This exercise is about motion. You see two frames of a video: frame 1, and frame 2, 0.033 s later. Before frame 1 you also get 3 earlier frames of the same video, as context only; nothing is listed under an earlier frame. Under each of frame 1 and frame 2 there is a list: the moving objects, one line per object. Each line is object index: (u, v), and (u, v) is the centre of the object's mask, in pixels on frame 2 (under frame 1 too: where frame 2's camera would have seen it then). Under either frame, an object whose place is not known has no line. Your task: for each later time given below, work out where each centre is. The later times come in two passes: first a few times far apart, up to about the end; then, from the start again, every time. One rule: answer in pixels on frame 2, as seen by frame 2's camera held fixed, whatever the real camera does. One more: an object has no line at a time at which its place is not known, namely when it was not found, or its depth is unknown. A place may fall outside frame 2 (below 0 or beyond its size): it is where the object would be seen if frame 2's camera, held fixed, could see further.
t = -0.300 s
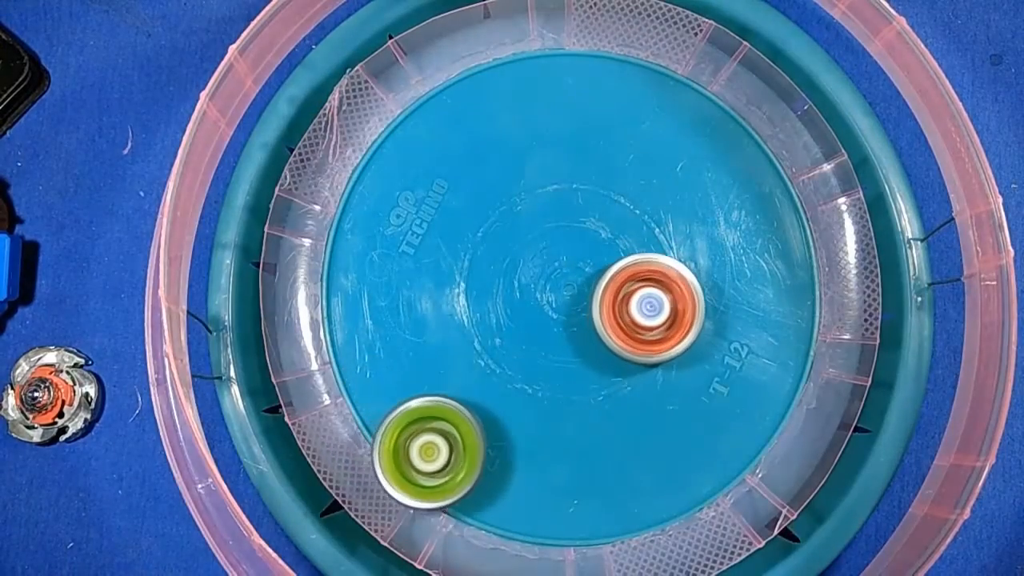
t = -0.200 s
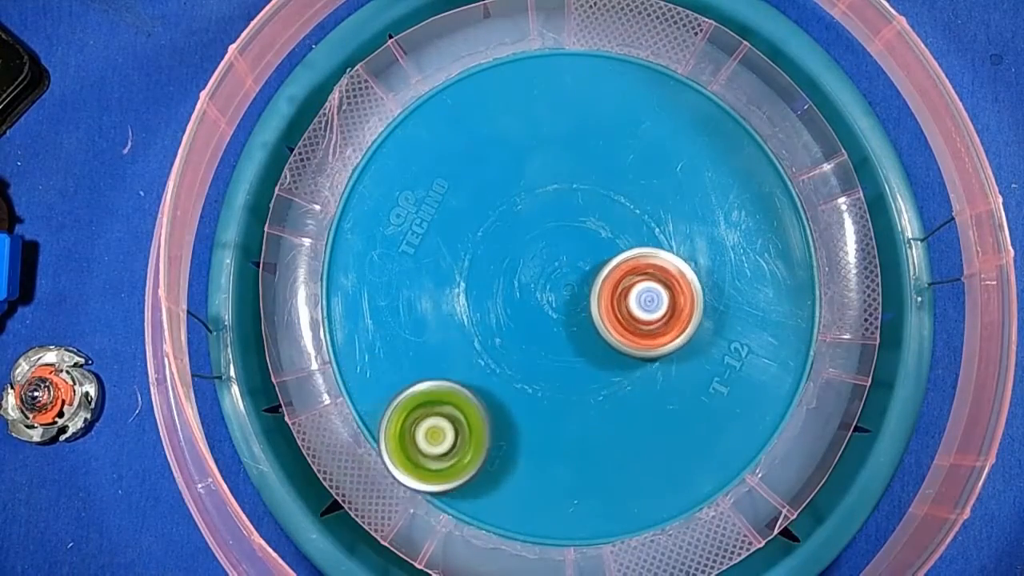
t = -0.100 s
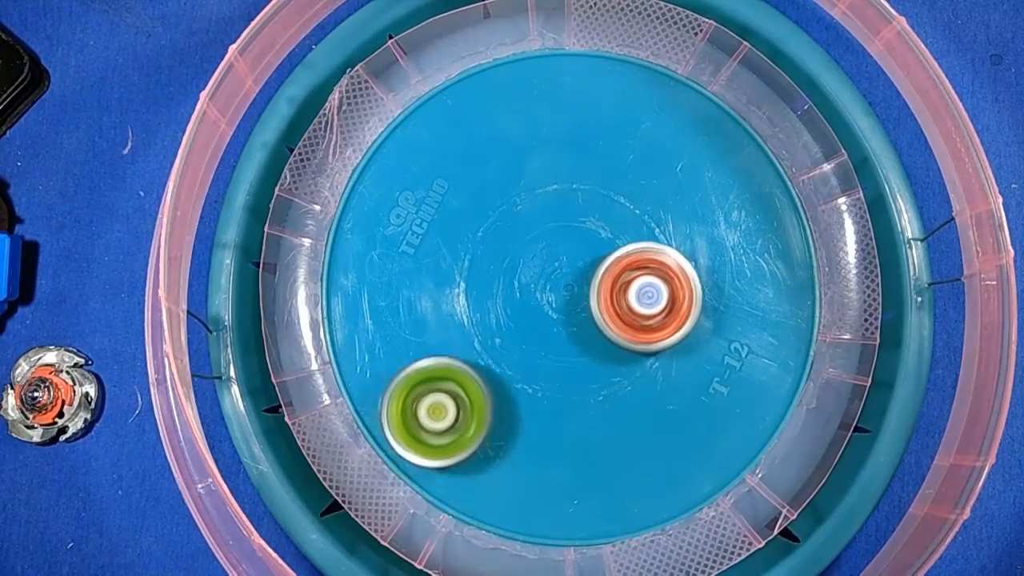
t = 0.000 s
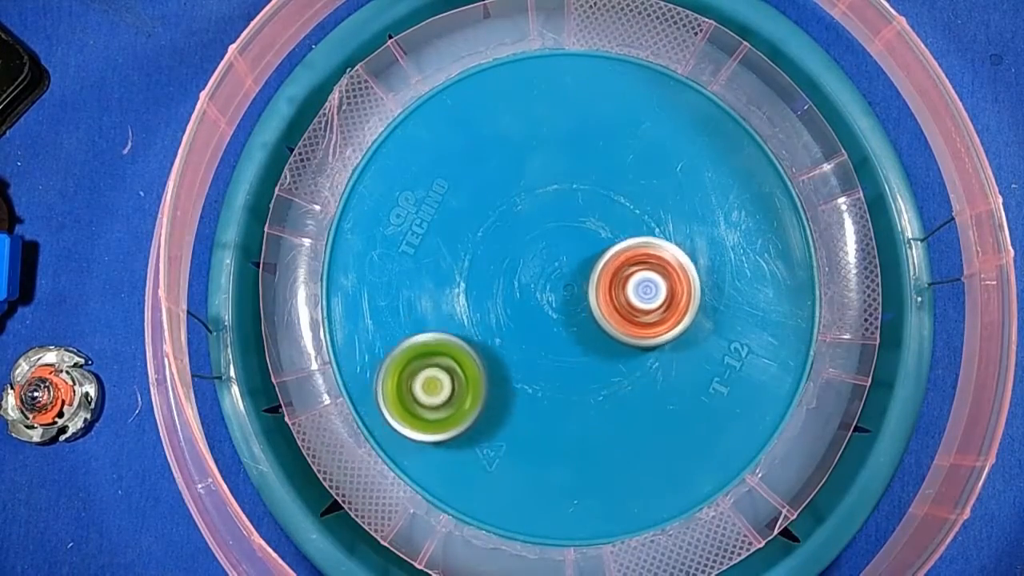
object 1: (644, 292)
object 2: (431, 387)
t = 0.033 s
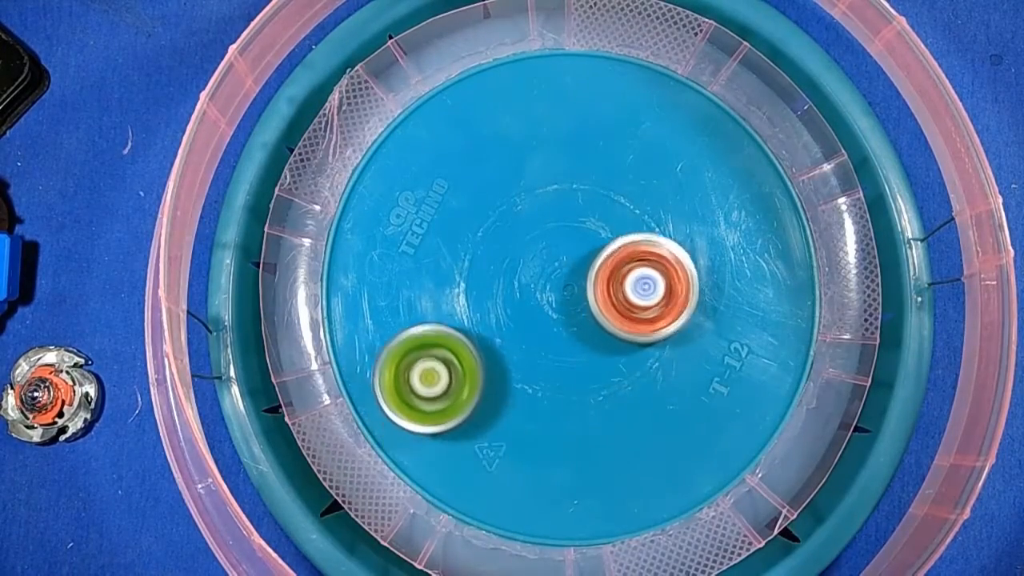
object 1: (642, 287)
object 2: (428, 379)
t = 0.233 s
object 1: (638, 269)
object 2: (405, 326)
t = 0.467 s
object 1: (638, 246)
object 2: (385, 263)
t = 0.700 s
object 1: (635, 213)
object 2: (387, 220)
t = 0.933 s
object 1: (616, 185)
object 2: (396, 176)
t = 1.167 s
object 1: (620, 155)
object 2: (421, 154)
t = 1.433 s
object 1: (618, 123)
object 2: (461, 136)
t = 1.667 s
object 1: (631, 96)
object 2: (473, 129)
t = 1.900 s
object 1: (662, 76)
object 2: (376, 172)
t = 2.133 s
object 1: (640, 98)
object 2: (382, 218)
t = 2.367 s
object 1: (628, 119)
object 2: (391, 233)
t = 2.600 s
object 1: (609, 148)
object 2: (392, 234)
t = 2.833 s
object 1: (579, 181)
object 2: (390, 240)
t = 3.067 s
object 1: (536, 199)
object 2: (395, 268)
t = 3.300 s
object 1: (489, 212)
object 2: (404, 301)
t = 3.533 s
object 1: (496, 171)
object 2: (368, 385)
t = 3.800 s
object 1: (494, 140)
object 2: (396, 439)
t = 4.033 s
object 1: (494, 120)
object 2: (433, 470)
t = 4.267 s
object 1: (498, 110)
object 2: (480, 472)
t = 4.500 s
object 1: (508, 113)
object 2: (499, 450)
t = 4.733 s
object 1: (524, 124)
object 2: (513, 409)
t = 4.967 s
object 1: (538, 138)
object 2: (521, 363)
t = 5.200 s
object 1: (547, 154)
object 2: (535, 323)
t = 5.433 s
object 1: (550, 171)
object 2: (562, 291)
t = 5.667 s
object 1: (548, 166)
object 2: (574, 284)
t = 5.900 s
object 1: (541, 160)
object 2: (573, 283)
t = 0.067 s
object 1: (640, 282)
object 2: (426, 371)
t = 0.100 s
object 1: (640, 280)
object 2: (423, 363)
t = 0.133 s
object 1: (639, 277)
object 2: (419, 355)
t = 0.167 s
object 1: (639, 275)
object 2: (414, 346)
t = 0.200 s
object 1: (639, 272)
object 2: (410, 337)
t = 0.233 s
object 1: (638, 269)
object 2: (405, 326)
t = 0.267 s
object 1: (638, 266)
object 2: (401, 315)
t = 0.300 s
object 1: (638, 262)
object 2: (397, 305)
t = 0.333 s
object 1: (638, 259)
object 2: (393, 295)
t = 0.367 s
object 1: (638, 256)
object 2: (390, 285)
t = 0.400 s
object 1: (638, 253)
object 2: (388, 277)
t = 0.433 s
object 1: (638, 249)
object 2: (386, 270)
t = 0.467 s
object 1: (638, 246)
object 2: (385, 263)
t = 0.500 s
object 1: (638, 242)
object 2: (384, 257)
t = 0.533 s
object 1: (638, 237)
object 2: (383, 250)
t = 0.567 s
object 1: (638, 233)
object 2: (384, 244)
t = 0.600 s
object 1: (637, 228)
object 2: (384, 237)
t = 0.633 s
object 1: (637, 223)
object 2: (385, 231)
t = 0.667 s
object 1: (636, 218)
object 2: (385, 225)
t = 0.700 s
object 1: (635, 213)
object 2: (387, 220)
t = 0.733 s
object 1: (634, 207)
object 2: (386, 214)
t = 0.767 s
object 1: (633, 202)
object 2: (383, 207)
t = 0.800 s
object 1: (630, 197)
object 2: (384, 198)
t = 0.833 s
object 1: (625, 194)
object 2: (385, 191)
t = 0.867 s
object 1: (621, 191)
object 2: (389, 186)
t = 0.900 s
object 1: (618, 188)
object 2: (392, 181)
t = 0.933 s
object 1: (616, 185)
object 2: (396, 176)
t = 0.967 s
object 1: (616, 180)
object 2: (399, 172)
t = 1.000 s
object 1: (618, 175)
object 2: (403, 169)
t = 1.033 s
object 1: (619, 171)
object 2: (407, 165)
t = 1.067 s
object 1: (619, 167)
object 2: (410, 162)
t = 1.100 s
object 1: (619, 163)
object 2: (414, 159)
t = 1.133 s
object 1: (619, 159)
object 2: (418, 156)
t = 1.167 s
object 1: (620, 155)
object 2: (421, 154)
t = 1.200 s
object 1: (620, 151)
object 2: (425, 151)
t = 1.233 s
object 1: (620, 147)
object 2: (429, 149)
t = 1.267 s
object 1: (620, 143)
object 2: (434, 147)
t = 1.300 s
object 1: (620, 138)
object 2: (439, 144)
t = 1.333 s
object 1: (619, 134)
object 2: (444, 142)
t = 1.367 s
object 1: (619, 130)
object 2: (449, 140)
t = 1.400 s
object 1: (619, 126)
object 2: (455, 138)
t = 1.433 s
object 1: (618, 123)
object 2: (461, 136)
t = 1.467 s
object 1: (617, 119)
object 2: (468, 135)
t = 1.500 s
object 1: (616, 116)
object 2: (474, 133)
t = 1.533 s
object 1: (615, 112)
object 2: (479, 131)
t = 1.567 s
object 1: (614, 108)
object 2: (486, 130)
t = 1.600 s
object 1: (612, 105)
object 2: (492, 128)
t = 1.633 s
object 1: (610, 102)
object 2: (499, 126)
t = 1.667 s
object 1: (631, 96)
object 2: (473, 129)
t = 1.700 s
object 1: (653, 91)
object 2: (437, 133)
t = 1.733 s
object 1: (662, 89)
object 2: (409, 136)
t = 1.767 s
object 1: (663, 86)
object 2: (392, 142)
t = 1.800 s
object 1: (663, 82)
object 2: (383, 149)
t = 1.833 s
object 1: (664, 77)
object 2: (380, 156)
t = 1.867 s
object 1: (664, 75)
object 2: (377, 164)
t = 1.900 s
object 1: (662, 76)
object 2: (376, 172)
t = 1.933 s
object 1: (659, 77)
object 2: (376, 180)
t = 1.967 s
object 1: (656, 79)
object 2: (376, 188)
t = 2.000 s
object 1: (653, 81)
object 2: (377, 195)
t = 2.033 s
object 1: (650, 84)
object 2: (378, 202)
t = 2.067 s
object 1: (646, 88)
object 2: (380, 208)
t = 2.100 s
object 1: (643, 93)
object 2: (380, 213)
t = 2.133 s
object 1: (640, 98)
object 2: (382, 218)
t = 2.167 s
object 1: (638, 103)
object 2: (384, 223)
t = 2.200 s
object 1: (636, 108)
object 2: (388, 228)
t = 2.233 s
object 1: (634, 114)
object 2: (391, 233)
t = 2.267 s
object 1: (633, 116)
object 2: (393, 236)
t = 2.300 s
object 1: (632, 117)
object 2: (392, 235)
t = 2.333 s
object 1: (630, 118)
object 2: (393, 236)
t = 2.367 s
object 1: (628, 119)
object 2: (391, 233)
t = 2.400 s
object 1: (627, 120)
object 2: (393, 232)
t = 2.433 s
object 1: (624, 122)
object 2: (394, 233)
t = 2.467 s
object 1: (621, 126)
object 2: (394, 233)
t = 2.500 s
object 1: (619, 132)
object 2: (393, 234)
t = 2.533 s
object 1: (616, 137)
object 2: (392, 233)
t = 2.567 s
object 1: (612, 143)
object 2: (393, 235)
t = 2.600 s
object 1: (609, 148)
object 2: (392, 234)
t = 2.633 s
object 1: (605, 154)
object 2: (393, 235)
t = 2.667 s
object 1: (601, 159)
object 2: (392, 235)
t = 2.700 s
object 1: (597, 164)
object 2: (391, 234)
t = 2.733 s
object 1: (592, 168)
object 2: (392, 237)
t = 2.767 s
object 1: (588, 172)
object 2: (390, 237)
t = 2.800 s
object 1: (584, 176)
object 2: (390, 237)
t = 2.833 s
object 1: (579, 181)
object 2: (390, 240)
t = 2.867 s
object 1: (572, 185)
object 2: (389, 241)
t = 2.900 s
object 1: (566, 188)
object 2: (388, 244)
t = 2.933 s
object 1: (560, 191)
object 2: (388, 248)
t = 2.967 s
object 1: (554, 194)
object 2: (389, 252)
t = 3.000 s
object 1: (549, 195)
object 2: (392, 258)
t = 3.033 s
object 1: (543, 197)
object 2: (393, 263)
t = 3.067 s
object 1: (536, 199)
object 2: (395, 268)
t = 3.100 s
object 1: (530, 201)
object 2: (397, 273)
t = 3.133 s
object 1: (523, 201)
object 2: (399, 277)
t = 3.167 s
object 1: (515, 203)
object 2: (400, 281)
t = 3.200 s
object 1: (508, 204)
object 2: (402, 285)
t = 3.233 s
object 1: (502, 206)
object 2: (404, 289)
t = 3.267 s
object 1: (495, 210)
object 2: (406, 293)
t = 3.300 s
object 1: (489, 212)
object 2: (404, 301)
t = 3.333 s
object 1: (498, 197)
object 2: (382, 323)
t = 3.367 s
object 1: (501, 189)
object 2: (369, 340)
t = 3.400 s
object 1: (500, 186)
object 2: (364, 352)
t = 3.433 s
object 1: (499, 182)
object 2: (363, 362)
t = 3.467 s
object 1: (498, 178)
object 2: (364, 370)
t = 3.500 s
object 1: (497, 175)
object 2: (366, 378)
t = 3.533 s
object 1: (496, 171)
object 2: (368, 385)
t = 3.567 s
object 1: (495, 167)
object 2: (370, 393)
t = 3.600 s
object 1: (495, 163)
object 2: (373, 400)
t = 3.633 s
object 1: (495, 159)
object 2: (377, 408)
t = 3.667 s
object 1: (495, 155)
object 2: (380, 415)
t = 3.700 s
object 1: (495, 151)
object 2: (383, 421)
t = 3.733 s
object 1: (494, 147)
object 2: (387, 427)
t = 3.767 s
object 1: (494, 143)
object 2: (391, 433)
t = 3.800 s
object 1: (494, 140)
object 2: (396, 439)
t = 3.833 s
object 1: (493, 137)
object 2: (400, 445)
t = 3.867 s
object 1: (494, 134)
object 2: (405, 450)
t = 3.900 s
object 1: (494, 131)
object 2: (410, 454)
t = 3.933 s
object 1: (494, 128)
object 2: (416, 459)
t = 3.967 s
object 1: (493, 125)
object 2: (422, 462)
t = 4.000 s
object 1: (494, 123)
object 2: (427, 466)
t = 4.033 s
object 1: (494, 120)
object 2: (433, 470)
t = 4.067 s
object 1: (494, 119)
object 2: (440, 473)
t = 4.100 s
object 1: (494, 117)
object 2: (446, 475)
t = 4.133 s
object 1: (495, 115)
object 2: (453, 476)
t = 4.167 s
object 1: (496, 113)
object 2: (460, 477)
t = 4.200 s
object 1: (497, 111)
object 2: (467, 476)
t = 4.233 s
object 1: (497, 110)
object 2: (474, 475)
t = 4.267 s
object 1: (498, 110)
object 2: (480, 472)
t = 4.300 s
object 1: (499, 110)
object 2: (483, 470)
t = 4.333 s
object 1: (500, 110)
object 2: (485, 468)
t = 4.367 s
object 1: (502, 110)
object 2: (488, 467)
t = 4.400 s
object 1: (504, 110)
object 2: (492, 465)
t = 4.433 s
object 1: (505, 111)
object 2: (497, 462)
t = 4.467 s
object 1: (507, 112)
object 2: (498, 456)
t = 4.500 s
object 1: (508, 113)
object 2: (499, 450)
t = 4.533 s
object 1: (511, 114)
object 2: (499, 444)
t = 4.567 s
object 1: (514, 116)
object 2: (502, 439)
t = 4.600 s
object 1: (516, 117)
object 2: (505, 433)
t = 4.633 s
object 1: (518, 119)
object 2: (507, 427)
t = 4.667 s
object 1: (520, 120)
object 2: (510, 421)
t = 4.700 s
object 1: (522, 122)
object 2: (512, 415)
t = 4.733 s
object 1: (524, 124)
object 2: (513, 409)
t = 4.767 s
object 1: (526, 126)
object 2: (514, 402)
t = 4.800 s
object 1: (528, 128)
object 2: (515, 396)
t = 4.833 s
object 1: (531, 130)
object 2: (516, 389)
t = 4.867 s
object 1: (533, 132)
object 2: (516, 383)
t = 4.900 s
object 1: (535, 134)
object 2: (517, 376)
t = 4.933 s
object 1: (536, 136)
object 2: (519, 370)
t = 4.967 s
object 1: (538, 138)
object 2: (521, 363)
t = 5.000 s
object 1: (540, 140)
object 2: (524, 357)
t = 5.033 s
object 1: (541, 143)
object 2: (525, 351)
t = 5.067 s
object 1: (543, 145)
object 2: (526, 345)
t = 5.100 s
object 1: (545, 147)
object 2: (528, 339)
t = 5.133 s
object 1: (545, 149)
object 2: (529, 333)
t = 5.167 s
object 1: (546, 152)
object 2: (531, 327)
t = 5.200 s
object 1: (547, 154)
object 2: (535, 323)
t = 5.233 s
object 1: (548, 157)
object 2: (538, 318)
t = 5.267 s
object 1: (549, 159)
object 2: (543, 313)
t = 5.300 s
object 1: (549, 161)
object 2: (548, 309)
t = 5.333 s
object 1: (550, 163)
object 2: (551, 304)
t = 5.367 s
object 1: (550, 165)
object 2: (554, 299)
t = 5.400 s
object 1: (550, 168)
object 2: (557, 295)
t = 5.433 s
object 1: (550, 171)
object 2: (562, 291)
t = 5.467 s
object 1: (550, 172)
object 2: (567, 287)
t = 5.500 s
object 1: (550, 173)
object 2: (572, 285)
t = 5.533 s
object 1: (549, 170)
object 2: (574, 283)
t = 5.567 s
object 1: (549, 168)
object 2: (574, 284)
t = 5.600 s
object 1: (549, 168)
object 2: (574, 284)
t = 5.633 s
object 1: (549, 167)
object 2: (575, 284)
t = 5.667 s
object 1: (548, 166)
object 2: (574, 284)
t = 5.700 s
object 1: (547, 165)
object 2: (573, 284)
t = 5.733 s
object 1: (546, 165)
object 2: (573, 284)
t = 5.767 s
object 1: (545, 164)
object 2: (573, 283)
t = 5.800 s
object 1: (545, 163)
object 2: (573, 284)
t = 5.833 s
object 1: (544, 162)
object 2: (572, 284)
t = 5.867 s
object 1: (542, 160)
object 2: (572, 284)
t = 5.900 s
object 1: (541, 160)
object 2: (573, 283)
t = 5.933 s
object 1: (540, 159)
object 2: (574, 284)
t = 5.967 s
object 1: (540, 158)
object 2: (573, 284)
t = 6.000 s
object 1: (539, 156)
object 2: (570, 284)
